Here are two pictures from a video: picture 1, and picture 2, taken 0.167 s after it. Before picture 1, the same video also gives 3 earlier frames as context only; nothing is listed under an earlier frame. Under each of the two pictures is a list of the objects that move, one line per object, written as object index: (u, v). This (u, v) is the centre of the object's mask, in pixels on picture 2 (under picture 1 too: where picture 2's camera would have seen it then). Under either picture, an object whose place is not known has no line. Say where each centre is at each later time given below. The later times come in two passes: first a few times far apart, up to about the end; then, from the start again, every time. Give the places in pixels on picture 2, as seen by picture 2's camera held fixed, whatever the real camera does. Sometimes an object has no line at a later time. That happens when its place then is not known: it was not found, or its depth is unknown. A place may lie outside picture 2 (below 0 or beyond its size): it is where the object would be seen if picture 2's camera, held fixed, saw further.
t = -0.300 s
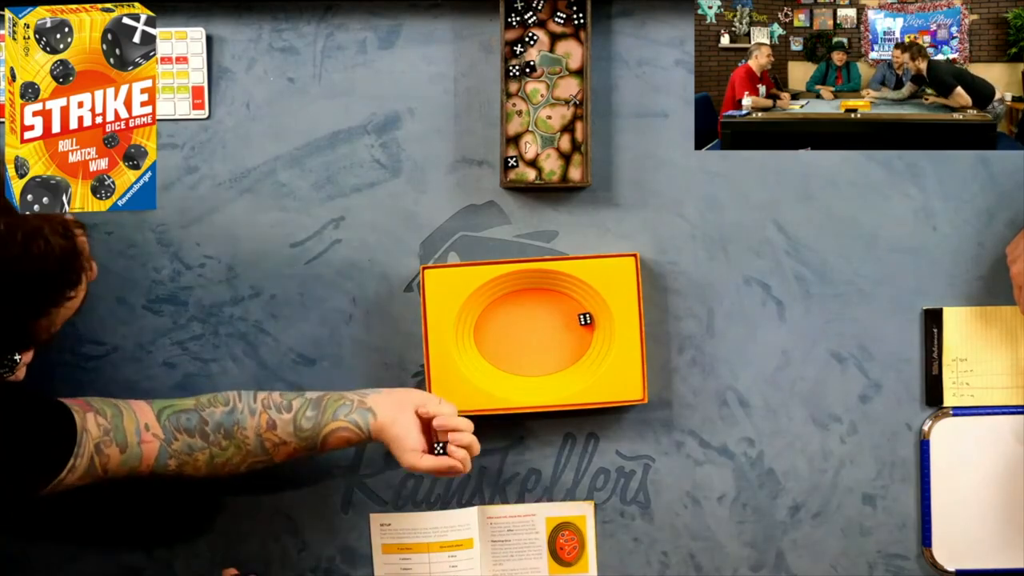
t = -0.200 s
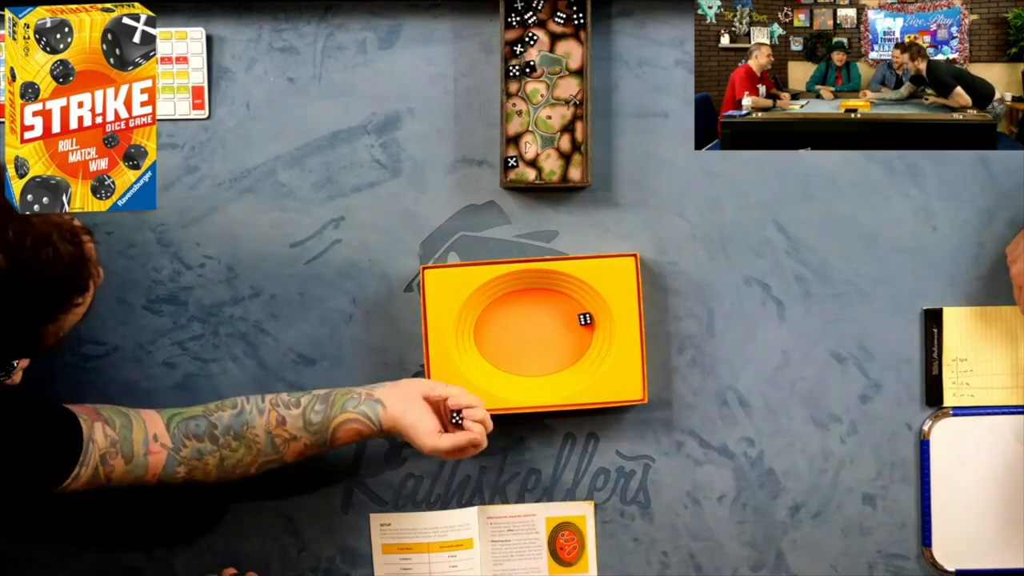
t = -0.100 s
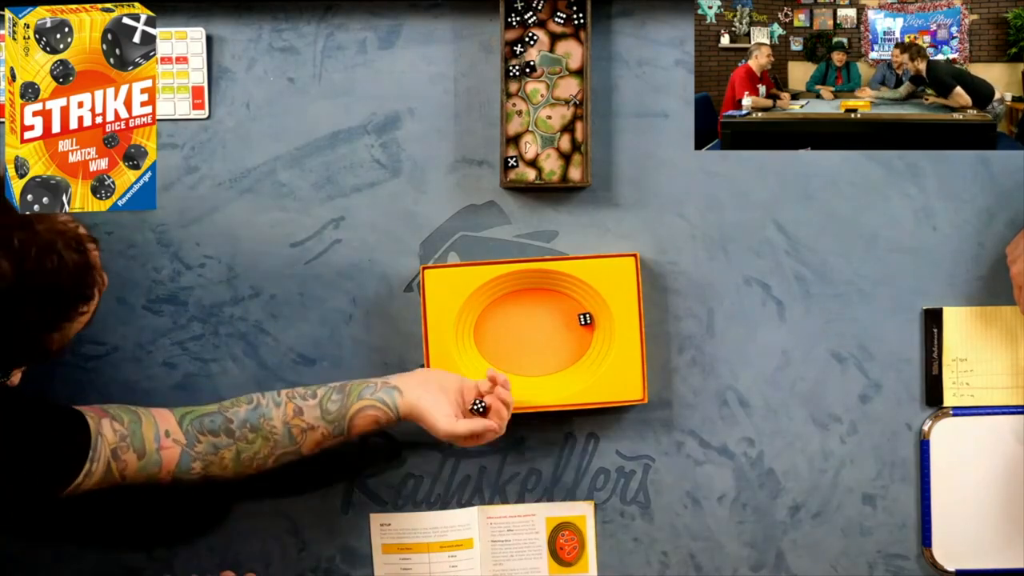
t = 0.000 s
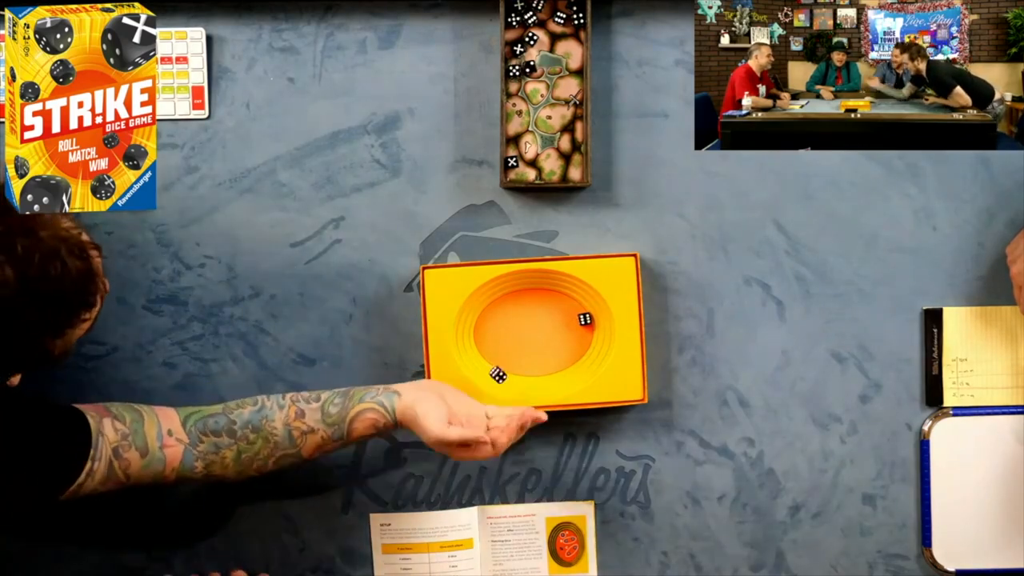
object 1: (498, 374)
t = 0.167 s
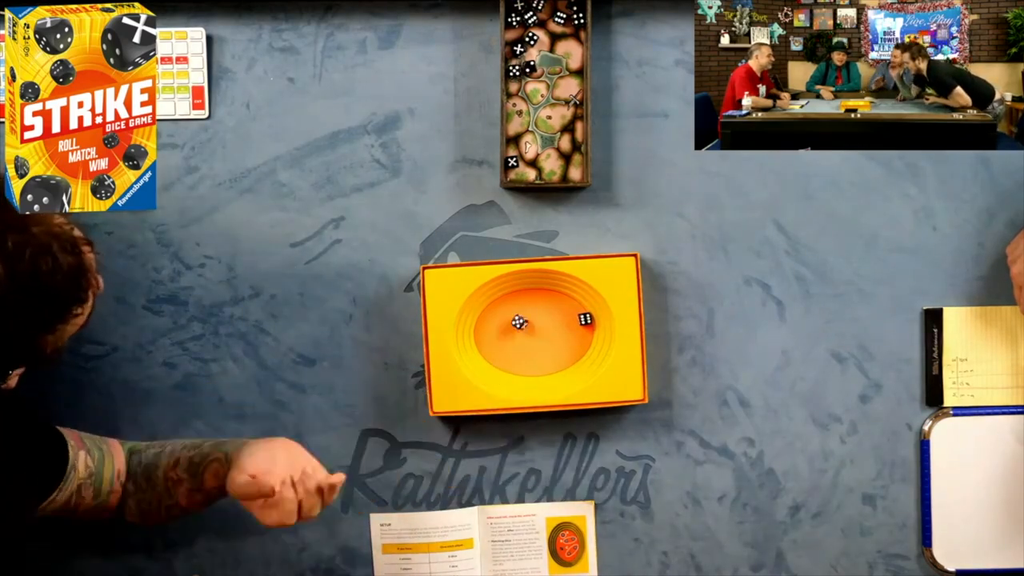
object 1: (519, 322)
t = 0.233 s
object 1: (531, 303)
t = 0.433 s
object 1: (537, 293)
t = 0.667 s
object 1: (537, 293)
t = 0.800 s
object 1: (537, 293)
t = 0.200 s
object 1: (526, 312)
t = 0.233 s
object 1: (531, 303)
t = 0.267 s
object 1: (534, 297)
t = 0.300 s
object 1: (536, 293)
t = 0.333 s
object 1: (536, 293)
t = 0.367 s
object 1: (536, 293)
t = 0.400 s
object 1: (537, 294)
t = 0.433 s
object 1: (537, 293)
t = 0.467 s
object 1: (537, 293)
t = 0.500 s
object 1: (537, 293)
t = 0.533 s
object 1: (537, 293)
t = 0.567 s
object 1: (537, 293)
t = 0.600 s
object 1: (537, 293)
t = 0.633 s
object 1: (537, 293)
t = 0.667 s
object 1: (537, 293)
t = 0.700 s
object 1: (537, 293)
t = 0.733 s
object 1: (537, 293)
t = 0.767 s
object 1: (537, 293)
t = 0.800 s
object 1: (537, 293)
